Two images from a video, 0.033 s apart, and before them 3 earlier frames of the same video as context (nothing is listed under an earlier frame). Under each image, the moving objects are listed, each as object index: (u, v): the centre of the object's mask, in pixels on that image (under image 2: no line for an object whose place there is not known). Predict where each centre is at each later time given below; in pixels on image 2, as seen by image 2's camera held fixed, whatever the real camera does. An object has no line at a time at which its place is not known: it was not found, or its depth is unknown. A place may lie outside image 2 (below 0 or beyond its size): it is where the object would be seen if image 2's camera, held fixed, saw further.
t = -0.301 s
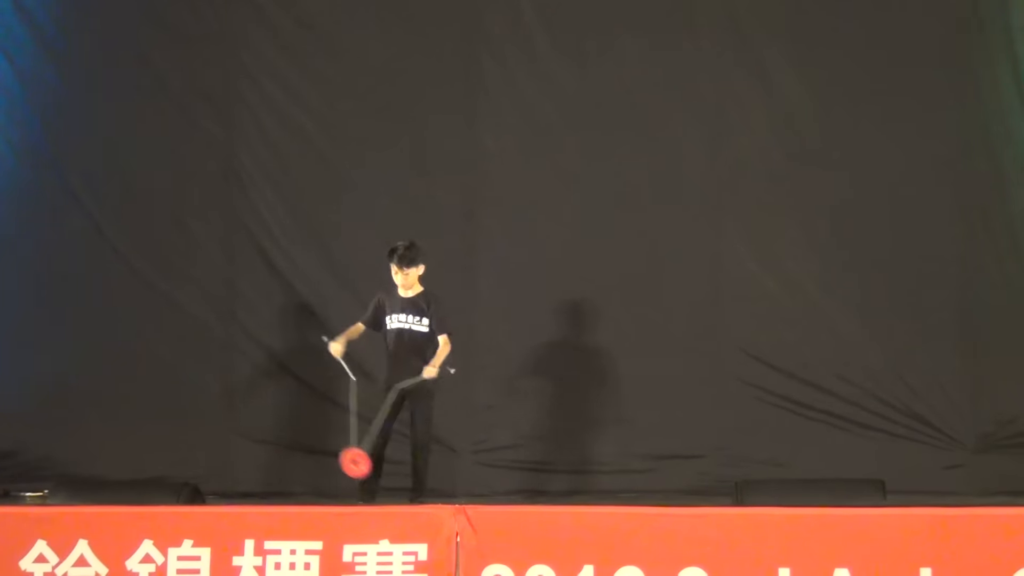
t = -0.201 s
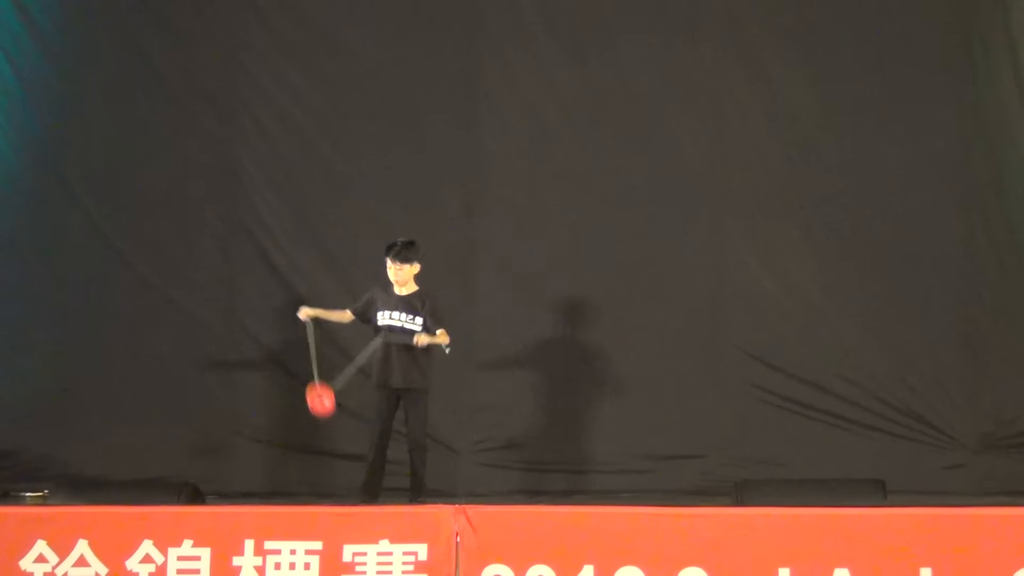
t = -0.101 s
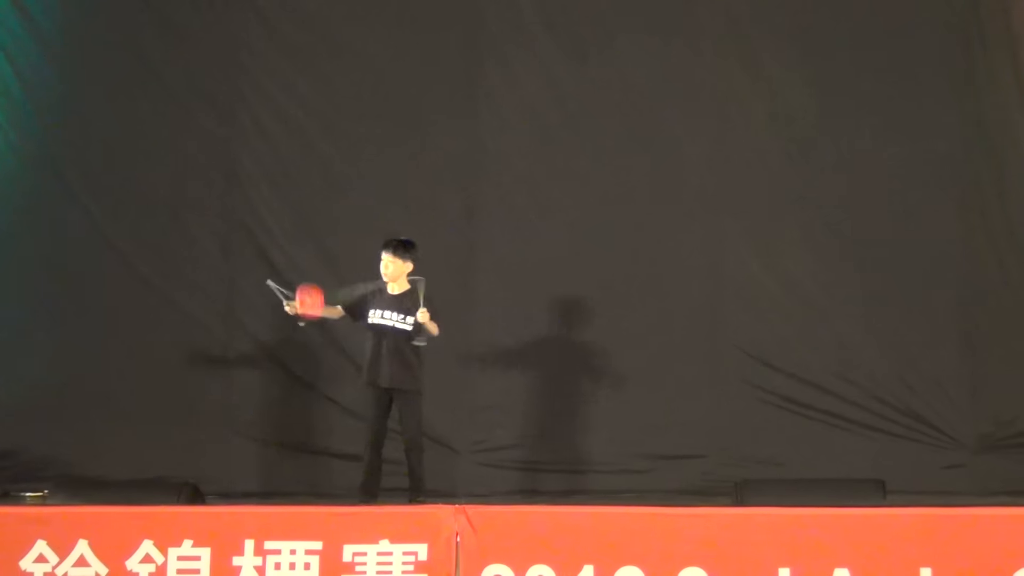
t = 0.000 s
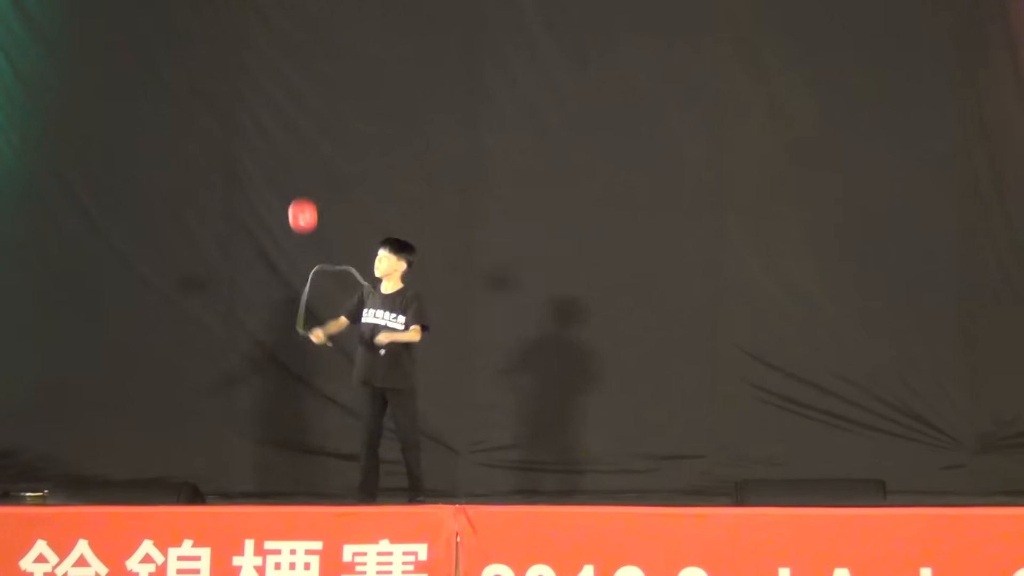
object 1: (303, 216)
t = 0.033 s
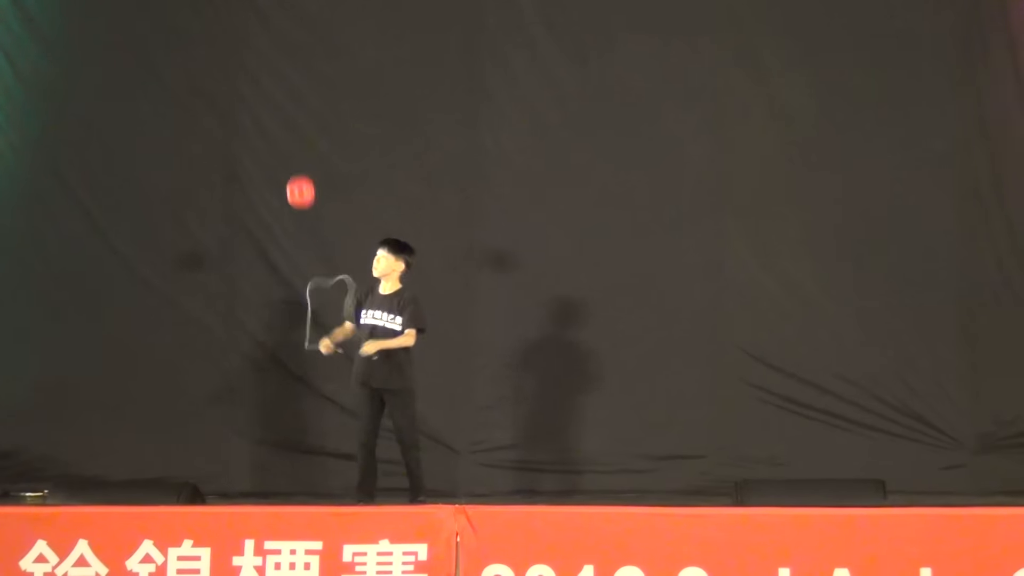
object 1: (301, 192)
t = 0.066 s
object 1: (298, 170)
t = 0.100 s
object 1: (296, 151)
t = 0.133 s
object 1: (293, 134)
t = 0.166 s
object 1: (291, 118)
